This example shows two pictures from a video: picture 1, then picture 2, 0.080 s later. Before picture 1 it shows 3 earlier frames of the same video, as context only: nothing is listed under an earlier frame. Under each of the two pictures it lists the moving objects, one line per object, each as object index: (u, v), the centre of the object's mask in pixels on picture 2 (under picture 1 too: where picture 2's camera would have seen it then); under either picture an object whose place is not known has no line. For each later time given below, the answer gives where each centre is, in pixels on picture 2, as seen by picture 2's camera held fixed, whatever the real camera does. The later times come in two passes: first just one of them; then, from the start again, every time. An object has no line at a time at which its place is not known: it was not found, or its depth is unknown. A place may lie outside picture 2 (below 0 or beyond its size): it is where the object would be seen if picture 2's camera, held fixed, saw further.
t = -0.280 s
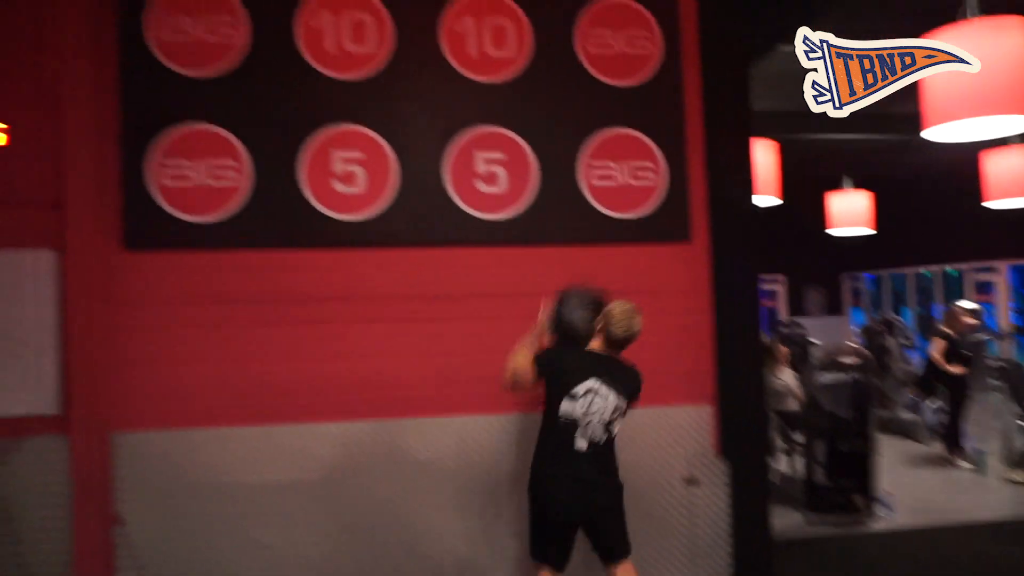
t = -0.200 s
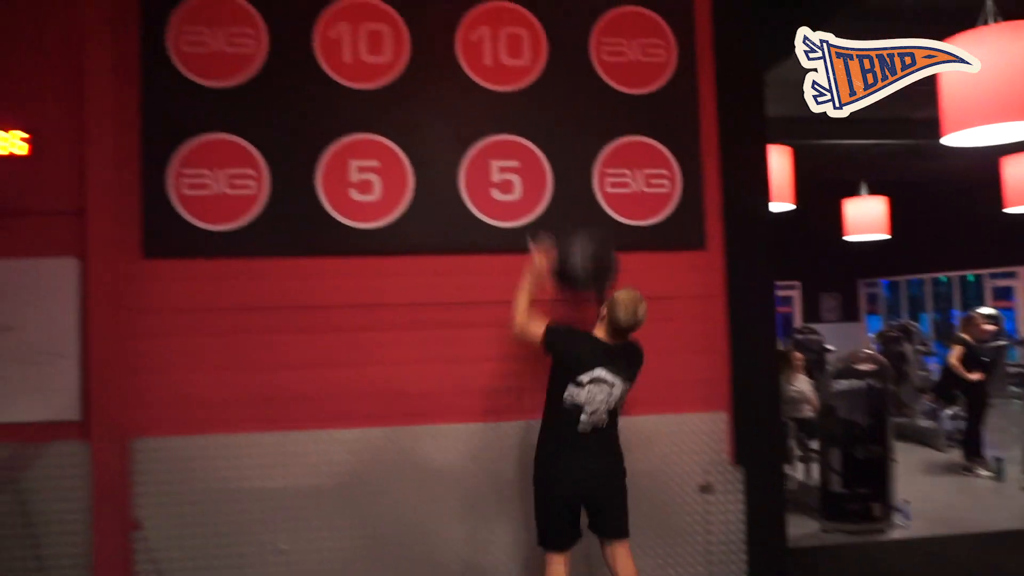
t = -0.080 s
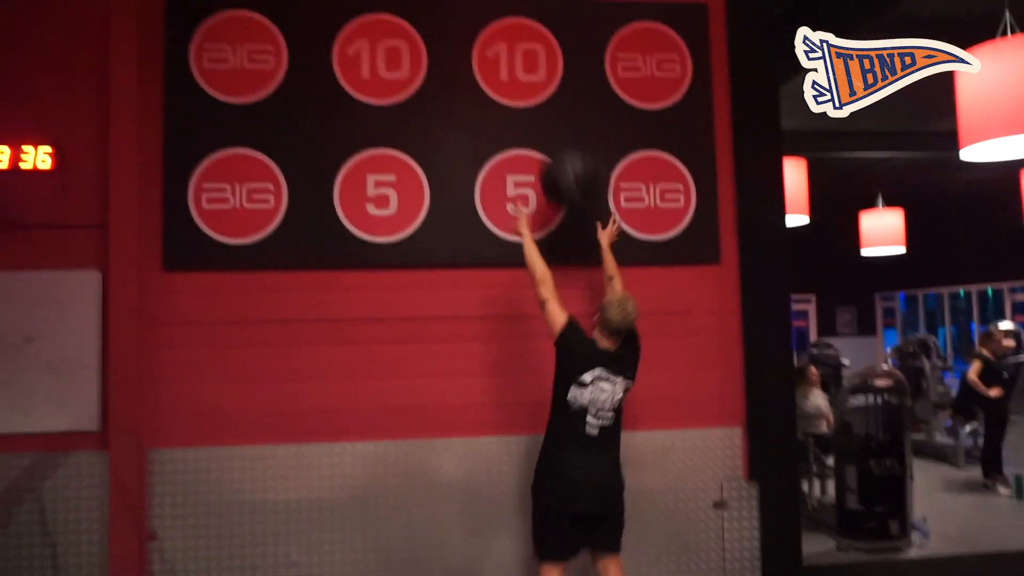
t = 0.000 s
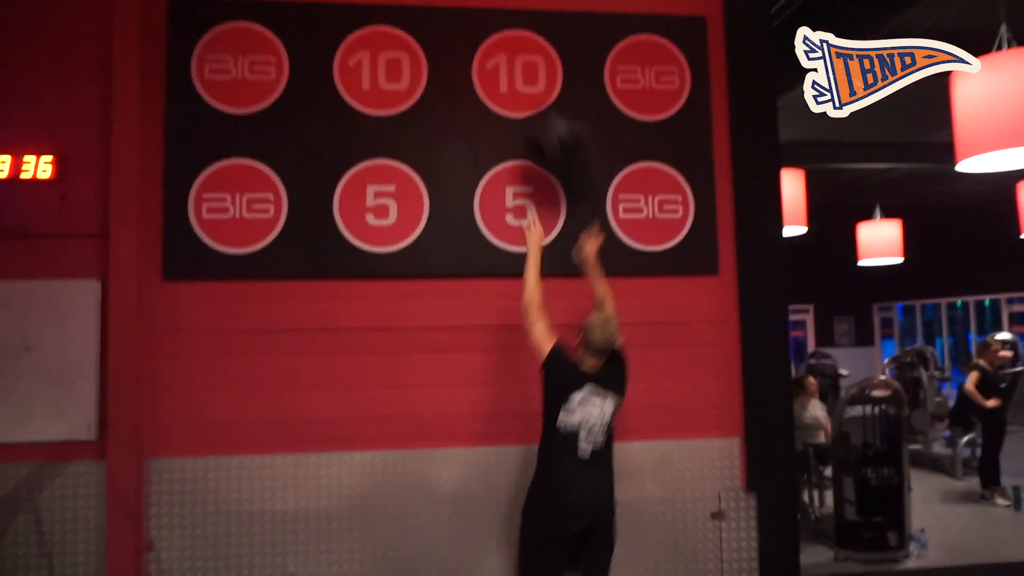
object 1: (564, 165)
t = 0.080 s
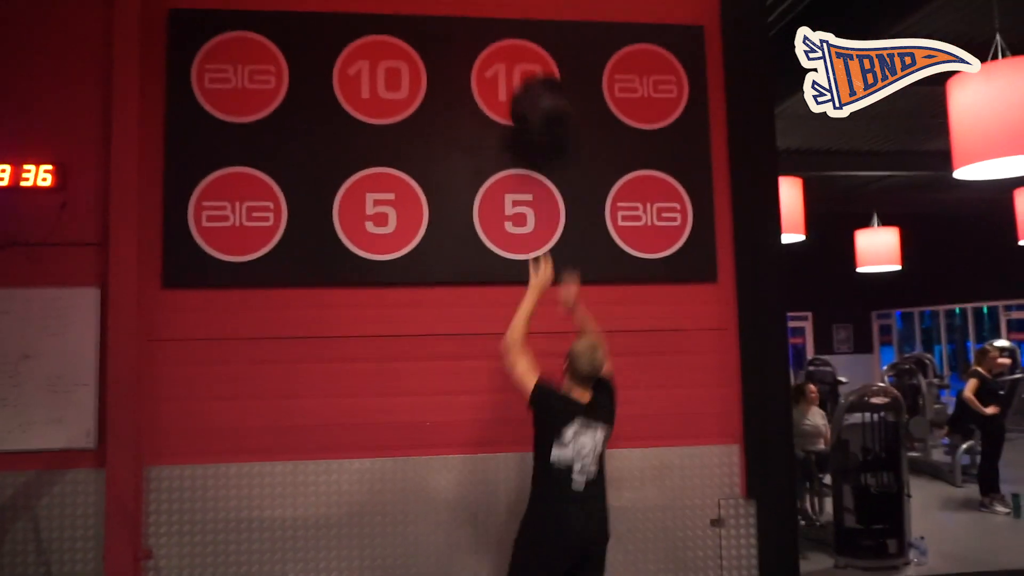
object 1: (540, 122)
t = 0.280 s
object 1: (511, 68)
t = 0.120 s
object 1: (535, 97)
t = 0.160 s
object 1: (529, 83)
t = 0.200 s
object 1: (523, 76)
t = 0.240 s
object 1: (516, 71)
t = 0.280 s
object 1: (511, 68)
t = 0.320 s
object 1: (508, 65)
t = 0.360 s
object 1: (506, 65)
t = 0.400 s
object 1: (503, 66)
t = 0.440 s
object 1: (502, 71)
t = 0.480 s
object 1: (500, 79)
